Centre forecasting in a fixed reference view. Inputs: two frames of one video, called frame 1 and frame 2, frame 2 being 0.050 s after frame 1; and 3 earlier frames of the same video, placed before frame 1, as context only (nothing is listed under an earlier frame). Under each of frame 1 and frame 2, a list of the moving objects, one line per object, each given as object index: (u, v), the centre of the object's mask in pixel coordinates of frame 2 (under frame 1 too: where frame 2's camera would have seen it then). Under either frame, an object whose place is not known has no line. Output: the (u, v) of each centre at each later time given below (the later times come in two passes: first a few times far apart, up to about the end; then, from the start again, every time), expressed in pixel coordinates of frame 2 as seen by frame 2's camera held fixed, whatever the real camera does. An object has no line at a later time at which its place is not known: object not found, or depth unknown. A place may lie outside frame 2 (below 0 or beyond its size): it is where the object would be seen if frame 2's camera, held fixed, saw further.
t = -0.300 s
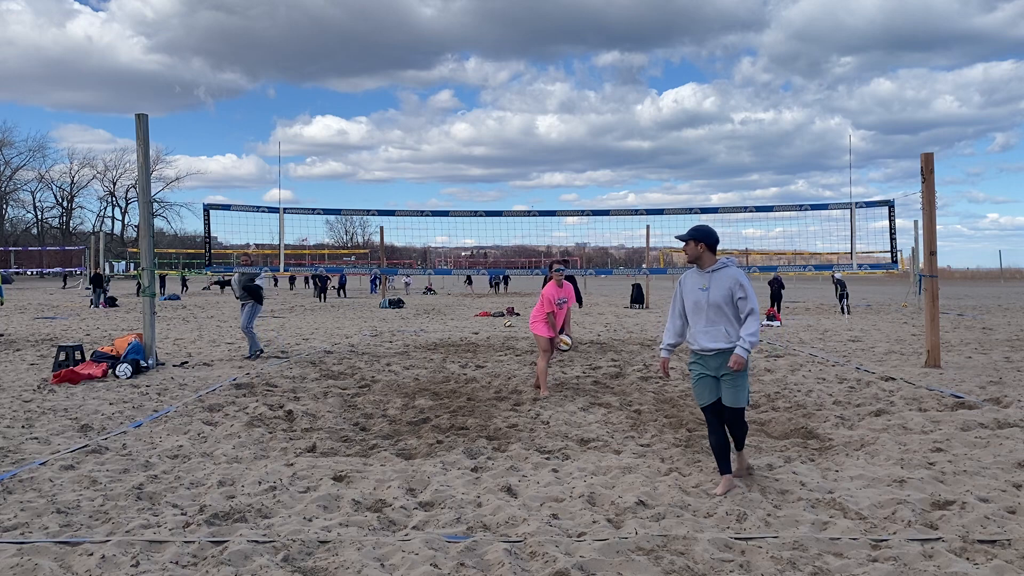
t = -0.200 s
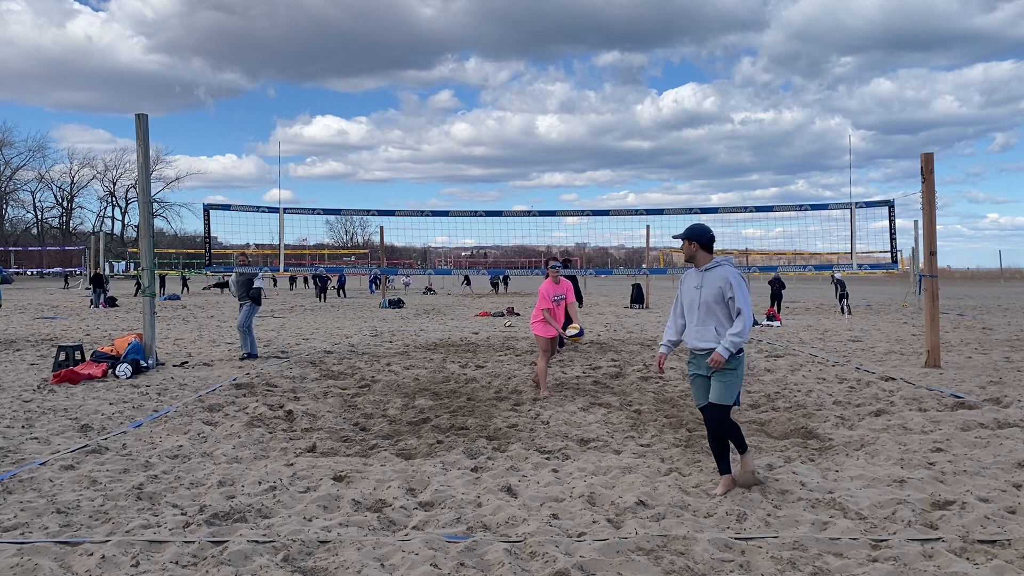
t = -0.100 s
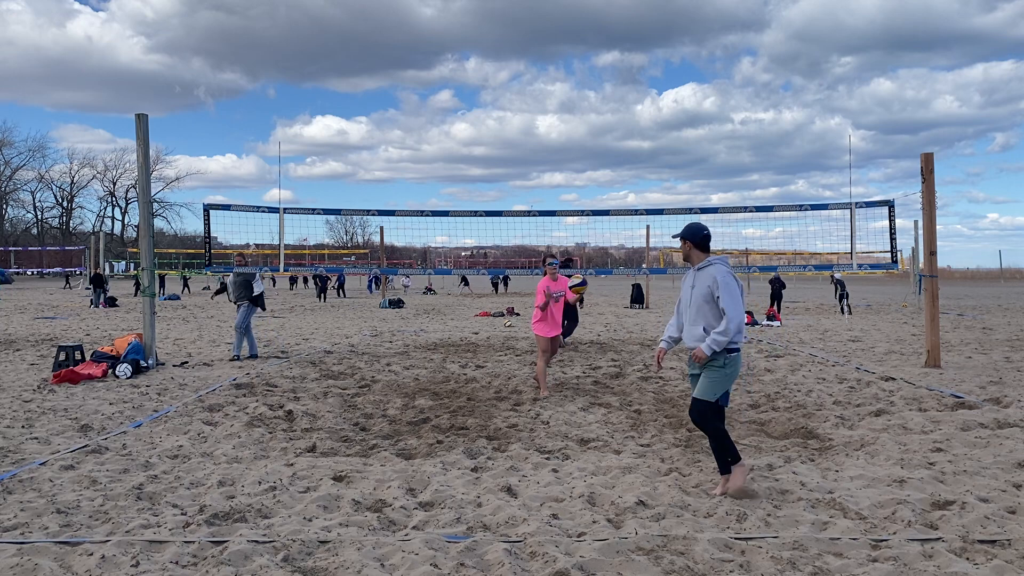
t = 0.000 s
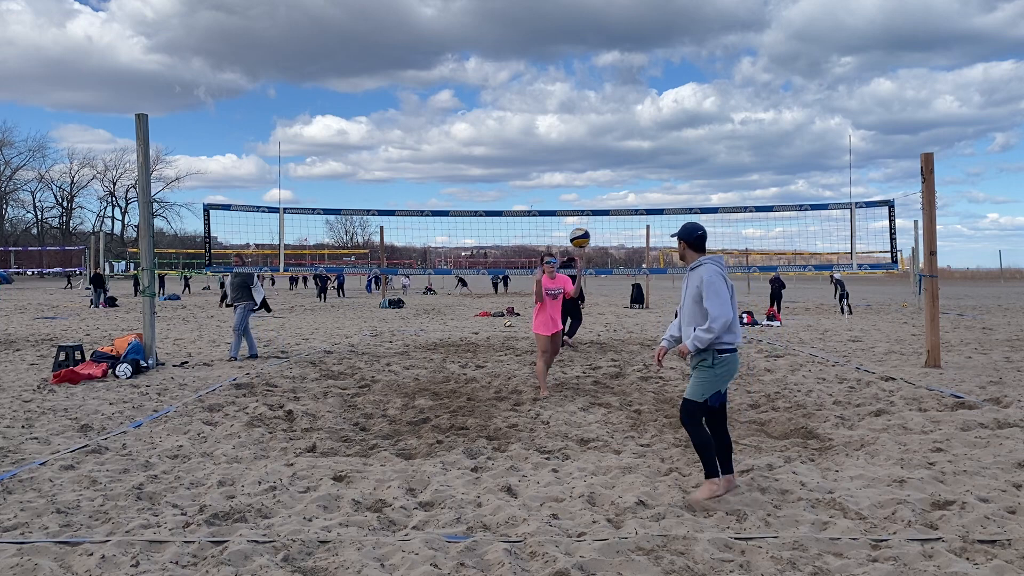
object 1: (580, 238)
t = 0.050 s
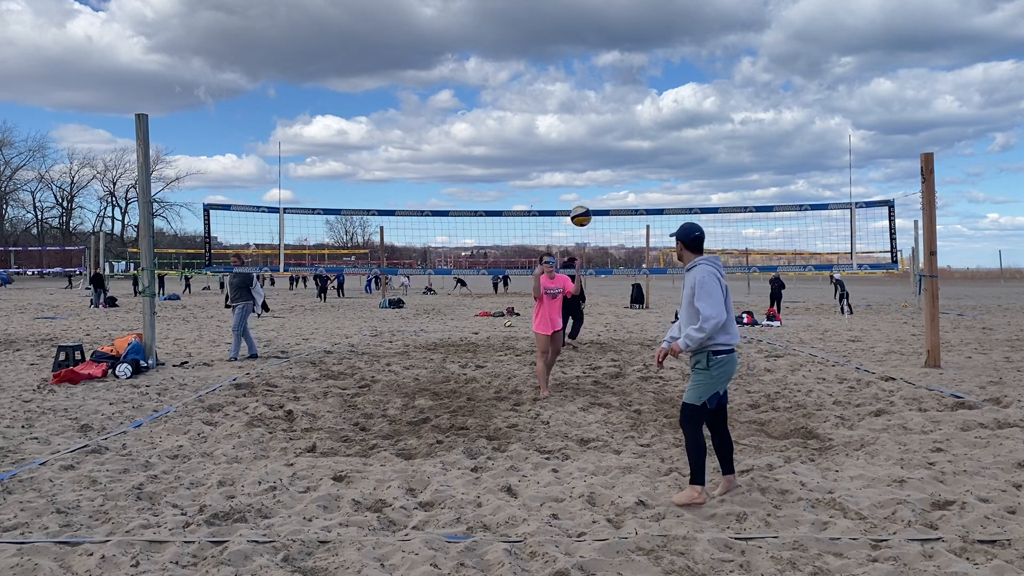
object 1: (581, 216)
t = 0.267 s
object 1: (589, 139)
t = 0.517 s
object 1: (604, 106)
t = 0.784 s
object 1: (621, 175)
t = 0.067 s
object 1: (581, 209)
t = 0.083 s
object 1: (582, 202)
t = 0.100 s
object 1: (582, 195)
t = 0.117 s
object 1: (583, 189)
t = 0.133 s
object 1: (583, 183)
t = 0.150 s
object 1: (584, 176)
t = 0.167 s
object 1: (584, 170)
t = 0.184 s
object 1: (585, 165)
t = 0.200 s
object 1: (586, 159)
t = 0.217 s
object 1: (586, 154)
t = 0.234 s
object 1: (587, 148)
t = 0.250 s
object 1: (588, 143)
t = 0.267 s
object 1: (589, 139)
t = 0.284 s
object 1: (589, 134)
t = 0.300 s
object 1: (590, 130)
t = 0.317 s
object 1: (591, 126)
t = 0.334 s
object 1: (592, 123)
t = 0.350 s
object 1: (593, 120)
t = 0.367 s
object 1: (594, 117)
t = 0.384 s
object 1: (595, 114)
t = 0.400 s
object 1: (596, 112)
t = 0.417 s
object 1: (597, 110)
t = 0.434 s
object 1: (598, 108)
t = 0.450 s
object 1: (599, 107)
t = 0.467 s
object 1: (601, 106)
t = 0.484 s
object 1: (602, 106)
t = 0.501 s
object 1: (603, 106)
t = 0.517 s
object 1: (604, 106)
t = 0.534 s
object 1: (605, 107)
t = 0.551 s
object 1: (606, 108)
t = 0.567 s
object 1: (607, 110)
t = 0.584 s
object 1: (608, 112)
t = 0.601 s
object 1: (609, 114)
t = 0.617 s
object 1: (610, 117)
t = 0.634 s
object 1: (611, 120)
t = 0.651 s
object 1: (612, 124)
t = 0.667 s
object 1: (613, 128)
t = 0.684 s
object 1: (614, 133)
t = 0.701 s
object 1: (615, 138)
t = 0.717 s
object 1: (616, 144)
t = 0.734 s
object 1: (617, 150)
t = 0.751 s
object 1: (618, 157)
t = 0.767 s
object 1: (620, 165)
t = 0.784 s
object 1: (621, 175)
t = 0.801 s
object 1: (622, 182)
